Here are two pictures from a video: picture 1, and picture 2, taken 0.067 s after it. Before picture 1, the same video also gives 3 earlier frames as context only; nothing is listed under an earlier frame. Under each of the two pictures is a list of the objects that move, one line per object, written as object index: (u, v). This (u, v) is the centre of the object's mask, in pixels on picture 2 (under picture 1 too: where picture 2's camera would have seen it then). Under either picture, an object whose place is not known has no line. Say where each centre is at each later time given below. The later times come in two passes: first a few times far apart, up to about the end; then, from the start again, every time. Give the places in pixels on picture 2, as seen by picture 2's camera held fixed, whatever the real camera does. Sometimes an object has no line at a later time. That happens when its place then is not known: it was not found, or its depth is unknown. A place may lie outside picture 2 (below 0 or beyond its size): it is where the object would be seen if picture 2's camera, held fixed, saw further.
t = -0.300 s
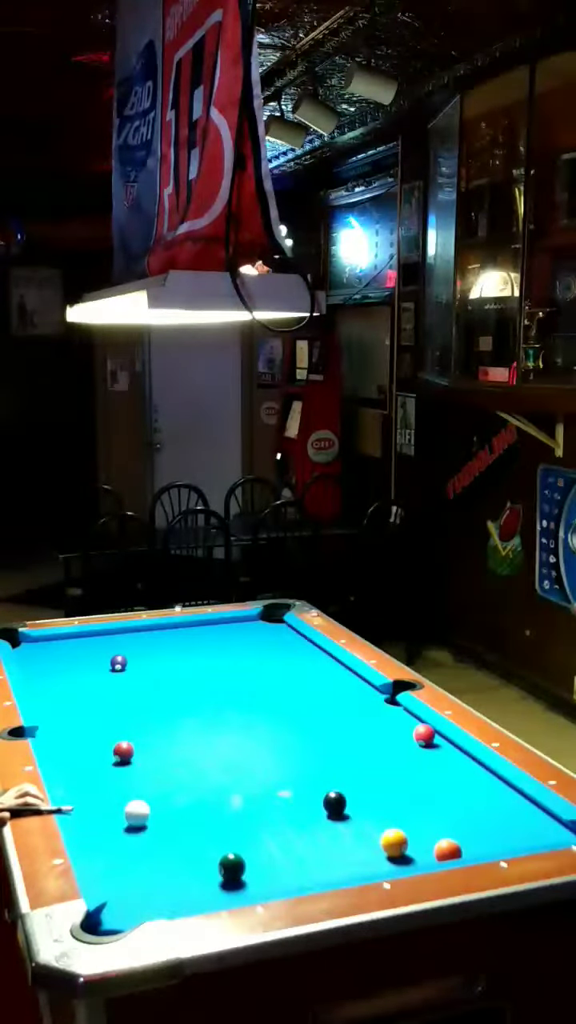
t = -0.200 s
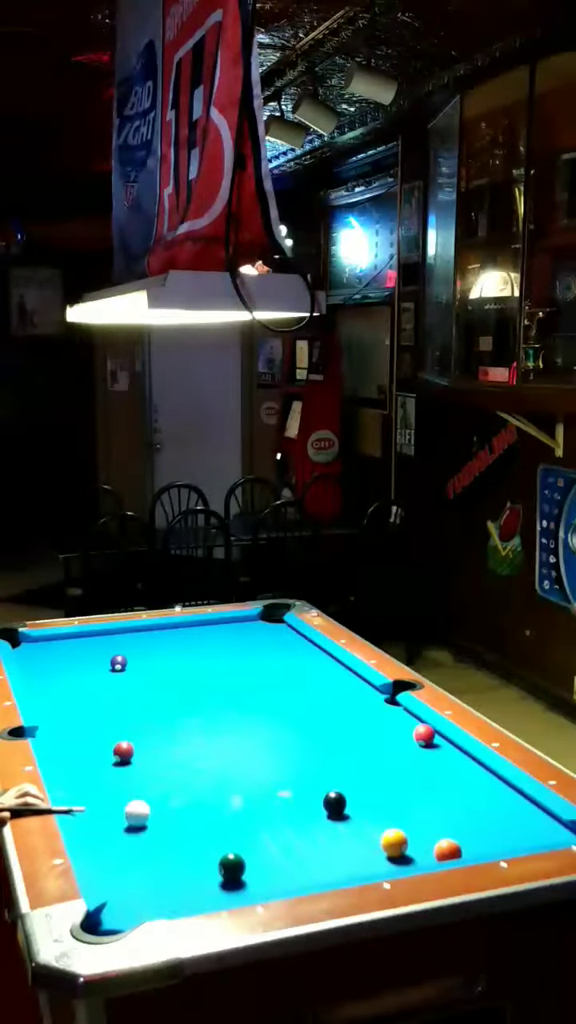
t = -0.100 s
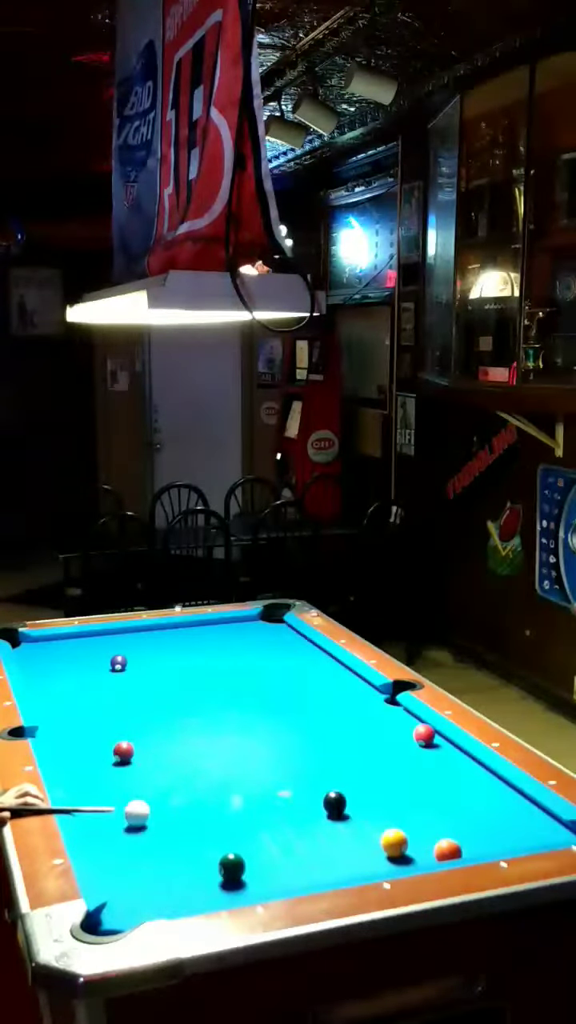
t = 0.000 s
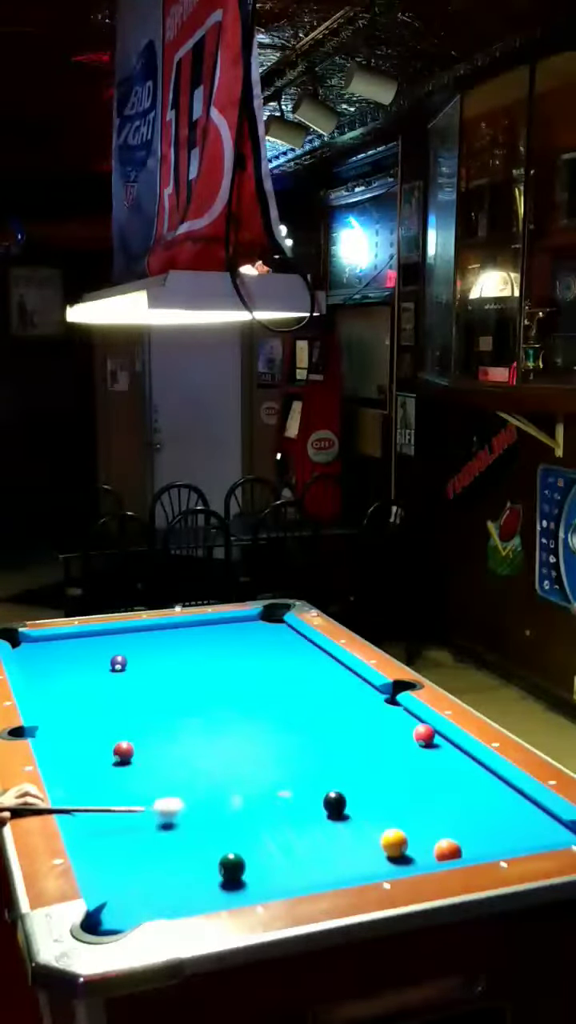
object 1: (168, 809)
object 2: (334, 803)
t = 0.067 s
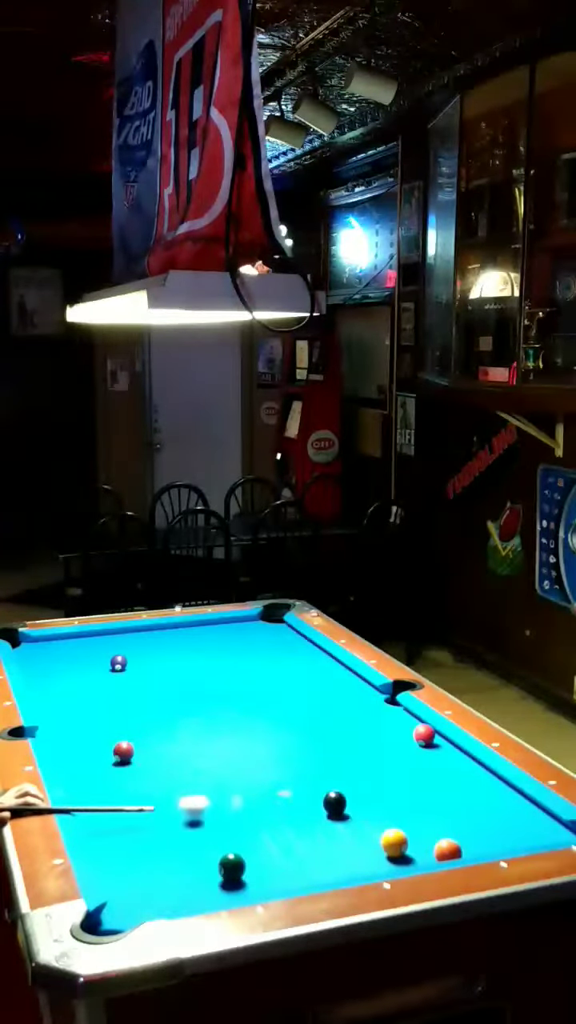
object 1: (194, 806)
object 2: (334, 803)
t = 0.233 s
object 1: (258, 801)
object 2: (334, 803)
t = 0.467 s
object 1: (318, 793)
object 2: (357, 806)
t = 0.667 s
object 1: (340, 782)
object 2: (397, 811)
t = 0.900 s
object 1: (362, 771)
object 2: (443, 816)
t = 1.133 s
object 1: (383, 761)
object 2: (487, 822)
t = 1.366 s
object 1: (401, 751)
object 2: (530, 827)
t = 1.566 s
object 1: (416, 744)
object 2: (565, 830)
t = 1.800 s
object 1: (427, 741)
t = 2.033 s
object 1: (435, 741)
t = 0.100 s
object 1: (207, 805)
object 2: (334, 803)
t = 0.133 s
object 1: (220, 804)
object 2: (334, 803)
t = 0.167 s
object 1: (232, 803)
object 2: (334, 803)
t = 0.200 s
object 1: (245, 802)
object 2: (334, 803)
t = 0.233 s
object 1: (258, 801)
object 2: (334, 803)
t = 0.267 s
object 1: (270, 800)
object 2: (334, 803)
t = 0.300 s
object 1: (282, 799)
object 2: (334, 803)
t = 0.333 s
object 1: (294, 798)
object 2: (334, 803)
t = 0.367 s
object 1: (306, 798)
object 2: (334, 803)
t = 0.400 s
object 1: (311, 797)
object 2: (341, 804)
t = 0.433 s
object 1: (314, 795)
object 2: (350, 805)
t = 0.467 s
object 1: (318, 793)
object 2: (357, 806)
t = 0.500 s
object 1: (322, 791)
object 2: (364, 806)
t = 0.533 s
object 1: (326, 789)
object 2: (371, 807)
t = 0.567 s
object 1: (329, 787)
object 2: (376, 808)
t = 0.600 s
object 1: (333, 785)
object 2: (383, 808)
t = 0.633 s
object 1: (336, 783)
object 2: (390, 809)
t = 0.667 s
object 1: (340, 782)
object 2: (397, 811)
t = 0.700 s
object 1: (343, 780)
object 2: (403, 811)
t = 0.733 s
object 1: (346, 779)
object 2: (410, 812)
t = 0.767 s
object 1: (349, 777)
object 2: (416, 813)
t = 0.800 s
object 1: (353, 775)
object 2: (423, 814)
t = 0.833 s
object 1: (356, 774)
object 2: (430, 815)
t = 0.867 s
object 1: (359, 772)
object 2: (436, 815)
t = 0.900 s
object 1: (362, 771)
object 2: (443, 816)
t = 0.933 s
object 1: (365, 769)
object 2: (449, 817)
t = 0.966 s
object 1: (368, 768)
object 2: (455, 818)
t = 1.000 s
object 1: (371, 766)
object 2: (461, 818)
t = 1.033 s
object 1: (374, 765)
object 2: (468, 819)
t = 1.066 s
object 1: (377, 763)
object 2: (475, 820)
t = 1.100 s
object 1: (380, 762)
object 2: (481, 821)
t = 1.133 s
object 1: (383, 761)
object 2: (487, 822)
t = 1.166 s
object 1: (385, 759)
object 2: (493, 823)
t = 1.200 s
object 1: (388, 758)
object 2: (499, 824)
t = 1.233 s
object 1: (391, 756)
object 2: (506, 824)
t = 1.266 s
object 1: (394, 755)
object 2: (512, 825)
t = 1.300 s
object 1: (396, 754)
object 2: (518, 826)
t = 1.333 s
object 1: (399, 753)
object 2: (524, 826)
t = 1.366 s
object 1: (401, 751)
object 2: (530, 827)
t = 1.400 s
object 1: (404, 750)
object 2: (536, 828)
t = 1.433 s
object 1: (406, 749)
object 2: (541, 828)
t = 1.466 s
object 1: (408, 748)
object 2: (548, 828)
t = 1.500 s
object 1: (411, 747)
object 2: (554, 830)
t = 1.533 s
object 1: (413, 745)
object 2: (560, 831)
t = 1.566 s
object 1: (416, 744)
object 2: (565, 830)
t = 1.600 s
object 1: (418, 743)
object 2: (568, 830)
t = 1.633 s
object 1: (420, 742)
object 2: (571, 831)
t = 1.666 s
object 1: (422, 742)
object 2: (573, 834)
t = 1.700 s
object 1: (423, 742)
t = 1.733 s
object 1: (424, 742)
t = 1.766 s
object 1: (425, 742)
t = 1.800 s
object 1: (427, 741)
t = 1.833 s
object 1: (428, 741)
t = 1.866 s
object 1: (429, 741)
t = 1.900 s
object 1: (431, 741)
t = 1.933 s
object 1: (432, 741)
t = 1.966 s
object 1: (433, 741)
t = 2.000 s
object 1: (434, 741)
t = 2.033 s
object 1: (435, 741)
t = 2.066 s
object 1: (436, 741)
